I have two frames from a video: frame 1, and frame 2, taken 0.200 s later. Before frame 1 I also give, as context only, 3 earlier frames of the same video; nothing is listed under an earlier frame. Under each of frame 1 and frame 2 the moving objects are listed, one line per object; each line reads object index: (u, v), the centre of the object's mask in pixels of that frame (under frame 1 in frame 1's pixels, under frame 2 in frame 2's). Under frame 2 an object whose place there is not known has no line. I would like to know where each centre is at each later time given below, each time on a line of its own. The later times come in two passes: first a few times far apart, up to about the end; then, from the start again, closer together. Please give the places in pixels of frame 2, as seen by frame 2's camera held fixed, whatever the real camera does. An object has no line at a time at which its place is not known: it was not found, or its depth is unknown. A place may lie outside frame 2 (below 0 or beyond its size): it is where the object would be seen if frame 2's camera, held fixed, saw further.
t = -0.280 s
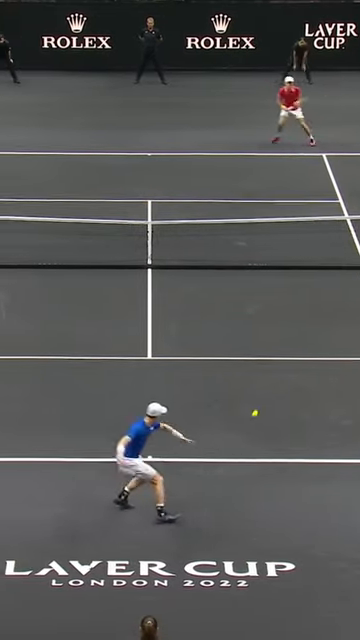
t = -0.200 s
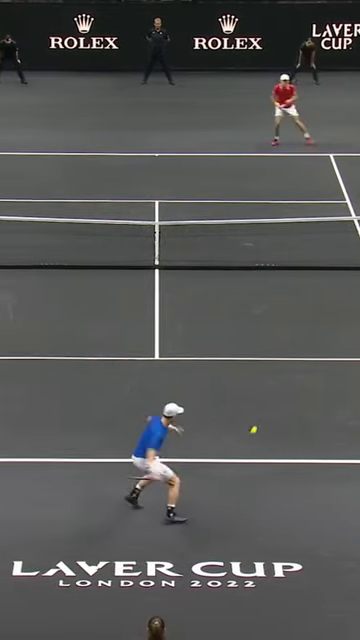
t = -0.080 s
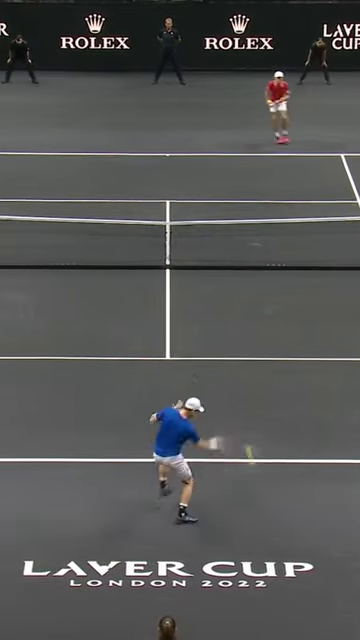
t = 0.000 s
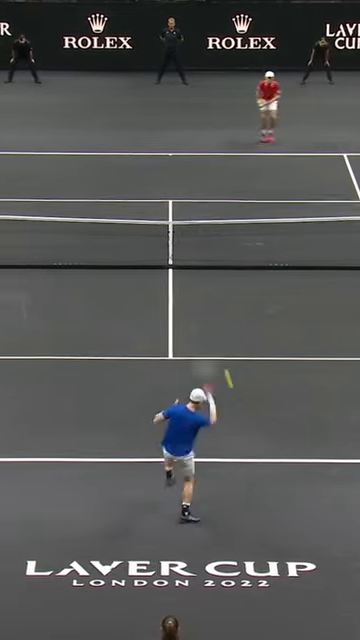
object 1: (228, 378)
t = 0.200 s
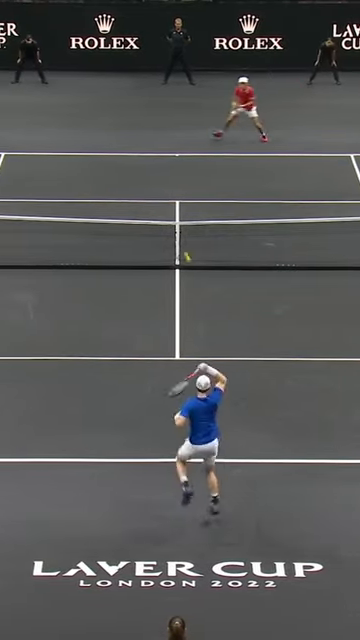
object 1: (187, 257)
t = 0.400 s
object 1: (149, 201)
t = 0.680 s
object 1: (108, 185)
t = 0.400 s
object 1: (149, 201)
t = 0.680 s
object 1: (108, 185)
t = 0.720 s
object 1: (103, 187)
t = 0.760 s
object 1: (98, 190)
